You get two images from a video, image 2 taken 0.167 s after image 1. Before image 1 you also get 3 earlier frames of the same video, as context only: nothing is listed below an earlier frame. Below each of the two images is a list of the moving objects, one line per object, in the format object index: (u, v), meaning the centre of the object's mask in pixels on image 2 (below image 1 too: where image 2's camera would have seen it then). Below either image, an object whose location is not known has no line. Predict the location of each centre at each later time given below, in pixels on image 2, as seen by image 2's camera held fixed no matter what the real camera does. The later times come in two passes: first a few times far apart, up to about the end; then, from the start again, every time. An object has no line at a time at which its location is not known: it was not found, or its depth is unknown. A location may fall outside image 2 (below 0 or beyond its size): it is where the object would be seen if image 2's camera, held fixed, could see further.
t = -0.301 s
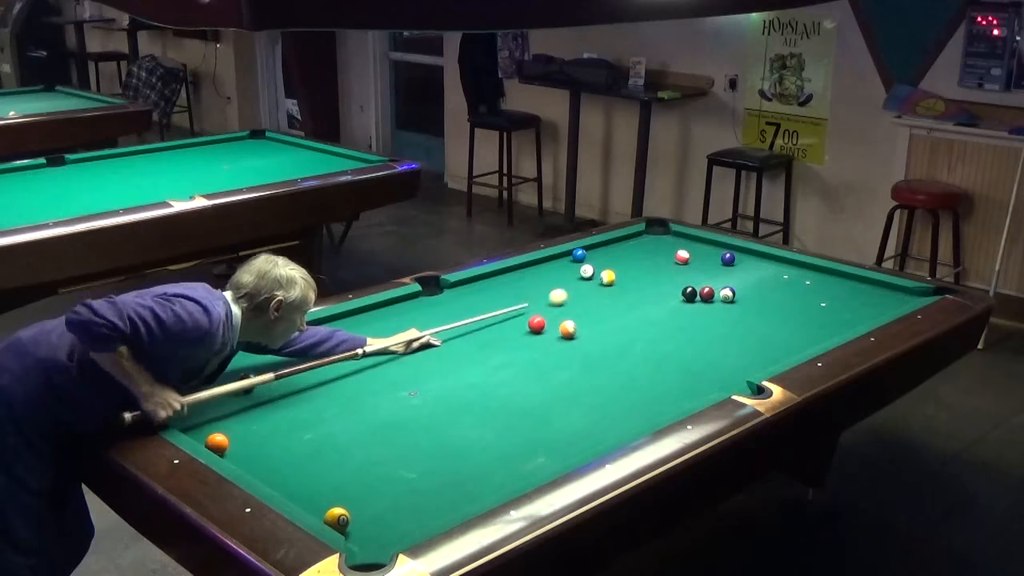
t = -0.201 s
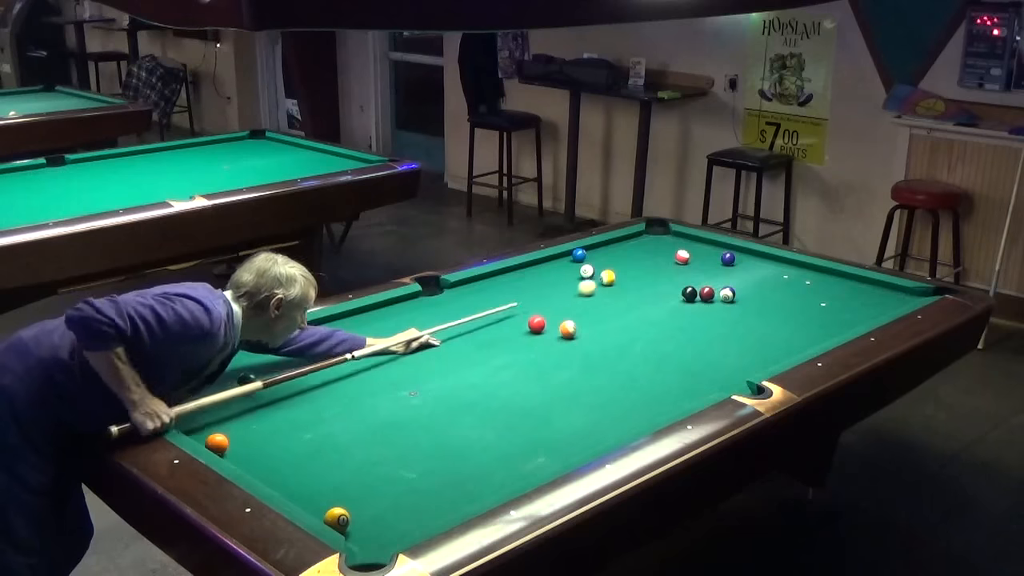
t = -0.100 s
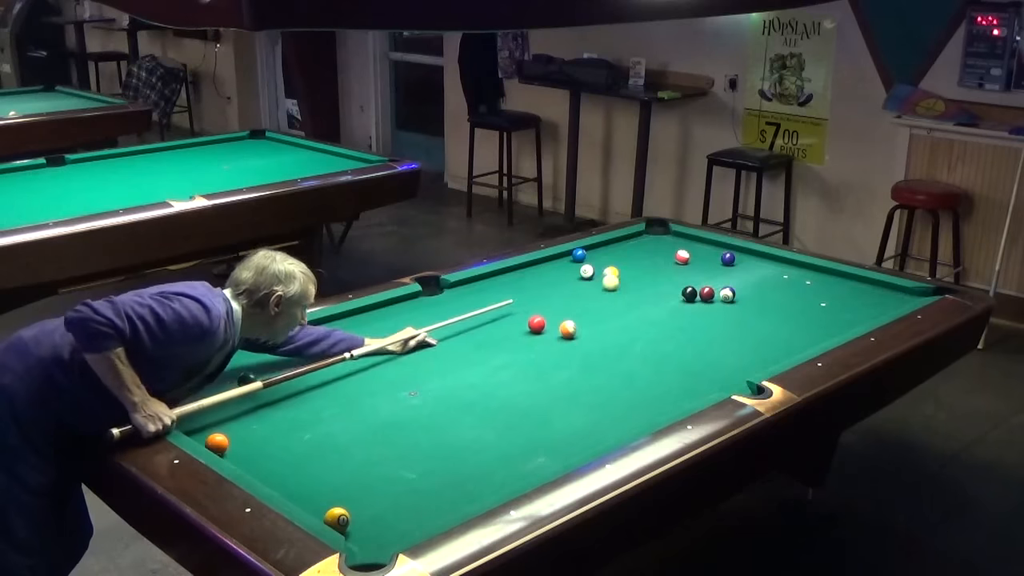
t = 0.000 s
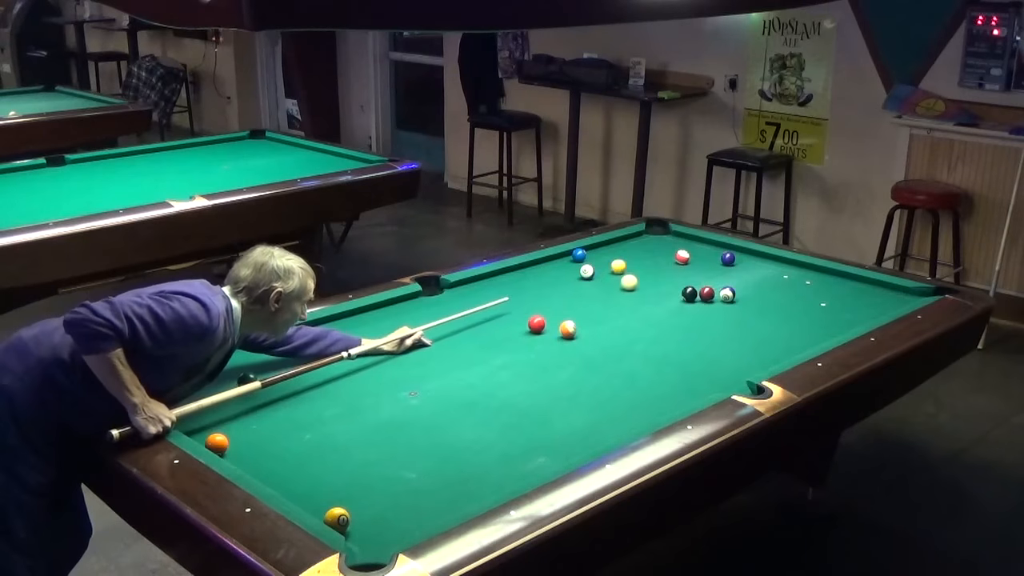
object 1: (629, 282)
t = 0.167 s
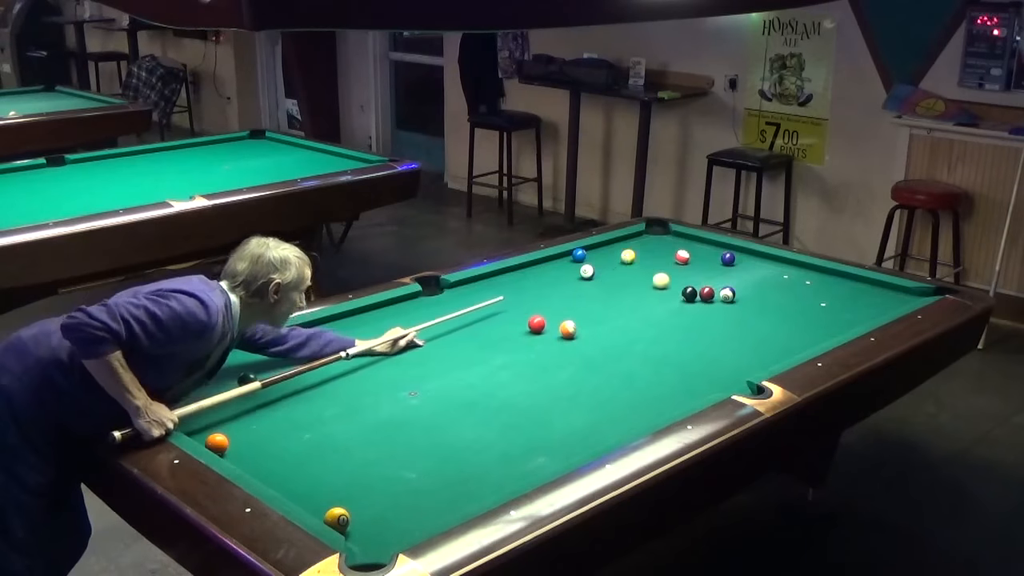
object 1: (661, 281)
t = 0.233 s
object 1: (673, 280)
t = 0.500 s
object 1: (721, 277)
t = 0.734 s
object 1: (762, 276)
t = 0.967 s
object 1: (801, 273)
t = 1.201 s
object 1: (831, 273)
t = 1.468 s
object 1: (828, 279)
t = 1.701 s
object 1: (827, 285)
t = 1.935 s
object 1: (825, 290)
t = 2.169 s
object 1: (823, 295)
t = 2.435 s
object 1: (822, 300)
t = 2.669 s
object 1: (821, 304)
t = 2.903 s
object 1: (820, 308)
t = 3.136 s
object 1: (819, 312)
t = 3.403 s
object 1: (819, 314)
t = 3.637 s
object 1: (819, 316)
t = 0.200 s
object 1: (667, 280)
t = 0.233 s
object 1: (673, 280)
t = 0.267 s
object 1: (679, 279)
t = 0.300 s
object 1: (685, 279)
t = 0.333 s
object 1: (691, 278)
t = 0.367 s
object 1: (697, 278)
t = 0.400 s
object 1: (703, 278)
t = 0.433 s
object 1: (709, 277)
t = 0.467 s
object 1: (715, 278)
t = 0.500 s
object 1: (721, 277)
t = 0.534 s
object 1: (727, 277)
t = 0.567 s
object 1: (733, 277)
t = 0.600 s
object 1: (739, 276)
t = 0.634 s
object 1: (745, 276)
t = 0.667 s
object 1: (750, 276)
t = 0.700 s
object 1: (756, 276)
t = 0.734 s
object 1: (762, 276)
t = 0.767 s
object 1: (768, 275)
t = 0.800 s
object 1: (773, 275)
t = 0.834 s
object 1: (779, 275)
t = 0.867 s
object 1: (784, 275)
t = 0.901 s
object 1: (790, 274)
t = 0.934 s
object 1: (795, 274)
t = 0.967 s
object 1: (801, 273)
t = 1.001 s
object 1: (806, 273)
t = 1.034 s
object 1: (811, 273)
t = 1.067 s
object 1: (817, 272)
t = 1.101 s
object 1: (822, 272)
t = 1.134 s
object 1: (827, 272)
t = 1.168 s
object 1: (831, 272)
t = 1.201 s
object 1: (831, 273)
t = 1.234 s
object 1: (831, 273)
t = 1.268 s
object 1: (830, 275)
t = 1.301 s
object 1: (830, 275)
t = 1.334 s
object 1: (830, 276)
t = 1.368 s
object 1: (829, 277)
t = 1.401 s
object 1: (829, 278)
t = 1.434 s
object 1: (829, 278)
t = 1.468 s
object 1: (828, 279)
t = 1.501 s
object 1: (828, 280)
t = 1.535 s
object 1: (828, 281)
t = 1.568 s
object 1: (827, 282)
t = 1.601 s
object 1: (827, 282)
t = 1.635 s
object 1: (827, 283)
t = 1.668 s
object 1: (827, 284)
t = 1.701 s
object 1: (827, 285)
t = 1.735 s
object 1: (826, 285)
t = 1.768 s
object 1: (826, 286)
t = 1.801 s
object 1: (826, 287)
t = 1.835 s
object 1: (826, 288)
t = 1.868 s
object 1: (826, 288)
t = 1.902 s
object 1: (825, 289)
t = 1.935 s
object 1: (825, 290)
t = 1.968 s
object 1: (825, 291)
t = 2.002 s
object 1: (824, 291)
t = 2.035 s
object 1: (824, 292)
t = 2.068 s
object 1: (824, 293)
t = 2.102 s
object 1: (824, 293)
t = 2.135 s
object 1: (824, 294)
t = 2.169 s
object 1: (823, 295)
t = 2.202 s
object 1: (823, 295)
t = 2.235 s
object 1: (823, 296)
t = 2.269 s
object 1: (823, 297)
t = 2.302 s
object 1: (822, 297)
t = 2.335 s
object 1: (822, 298)
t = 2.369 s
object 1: (822, 299)
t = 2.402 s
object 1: (822, 299)
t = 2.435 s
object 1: (822, 300)
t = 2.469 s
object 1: (822, 301)
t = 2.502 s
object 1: (821, 301)
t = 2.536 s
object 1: (821, 302)
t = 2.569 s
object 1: (821, 303)
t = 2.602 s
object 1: (821, 303)
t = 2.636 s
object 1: (821, 304)
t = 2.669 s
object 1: (821, 304)
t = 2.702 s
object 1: (821, 305)
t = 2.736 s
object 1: (820, 305)
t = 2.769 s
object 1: (820, 306)
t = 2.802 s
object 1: (820, 306)
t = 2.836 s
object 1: (820, 307)
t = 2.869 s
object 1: (820, 308)
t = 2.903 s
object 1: (820, 308)
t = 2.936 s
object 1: (819, 309)
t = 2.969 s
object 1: (819, 309)
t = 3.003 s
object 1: (819, 310)
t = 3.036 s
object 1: (819, 310)
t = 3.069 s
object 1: (819, 311)
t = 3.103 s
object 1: (819, 311)
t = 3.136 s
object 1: (819, 312)
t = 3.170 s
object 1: (819, 312)
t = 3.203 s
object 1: (819, 312)
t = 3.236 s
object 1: (819, 313)
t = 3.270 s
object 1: (819, 313)
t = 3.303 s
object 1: (819, 313)
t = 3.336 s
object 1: (819, 314)
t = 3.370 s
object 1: (819, 314)
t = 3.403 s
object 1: (819, 314)
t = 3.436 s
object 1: (819, 315)
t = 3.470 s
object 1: (819, 315)
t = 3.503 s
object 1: (819, 315)
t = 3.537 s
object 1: (819, 316)
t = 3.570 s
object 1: (818, 316)
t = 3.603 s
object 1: (819, 316)
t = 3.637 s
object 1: (819, 316)
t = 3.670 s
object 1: (819, 316)
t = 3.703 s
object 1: (819, 316)
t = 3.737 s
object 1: (819, 317)
